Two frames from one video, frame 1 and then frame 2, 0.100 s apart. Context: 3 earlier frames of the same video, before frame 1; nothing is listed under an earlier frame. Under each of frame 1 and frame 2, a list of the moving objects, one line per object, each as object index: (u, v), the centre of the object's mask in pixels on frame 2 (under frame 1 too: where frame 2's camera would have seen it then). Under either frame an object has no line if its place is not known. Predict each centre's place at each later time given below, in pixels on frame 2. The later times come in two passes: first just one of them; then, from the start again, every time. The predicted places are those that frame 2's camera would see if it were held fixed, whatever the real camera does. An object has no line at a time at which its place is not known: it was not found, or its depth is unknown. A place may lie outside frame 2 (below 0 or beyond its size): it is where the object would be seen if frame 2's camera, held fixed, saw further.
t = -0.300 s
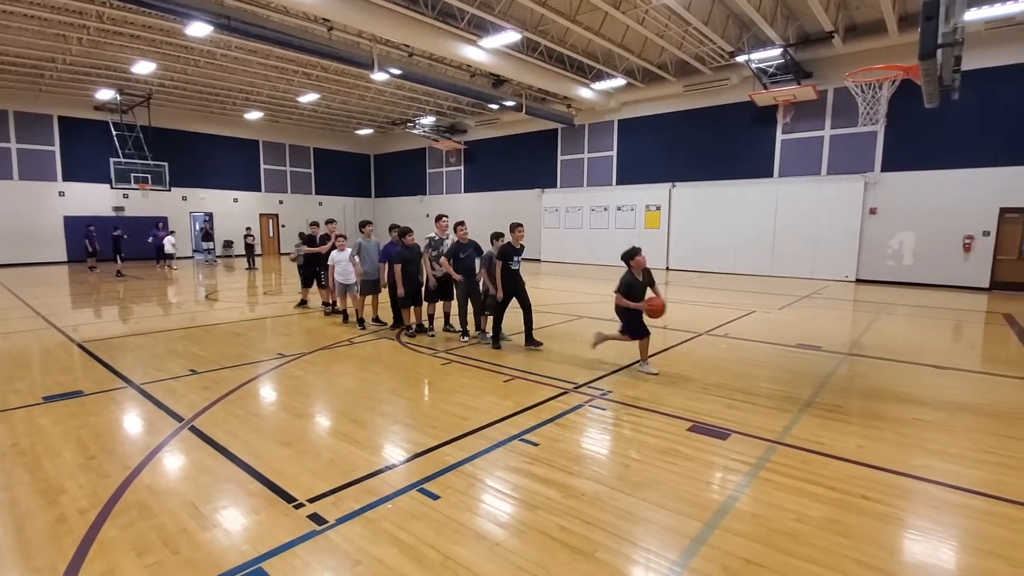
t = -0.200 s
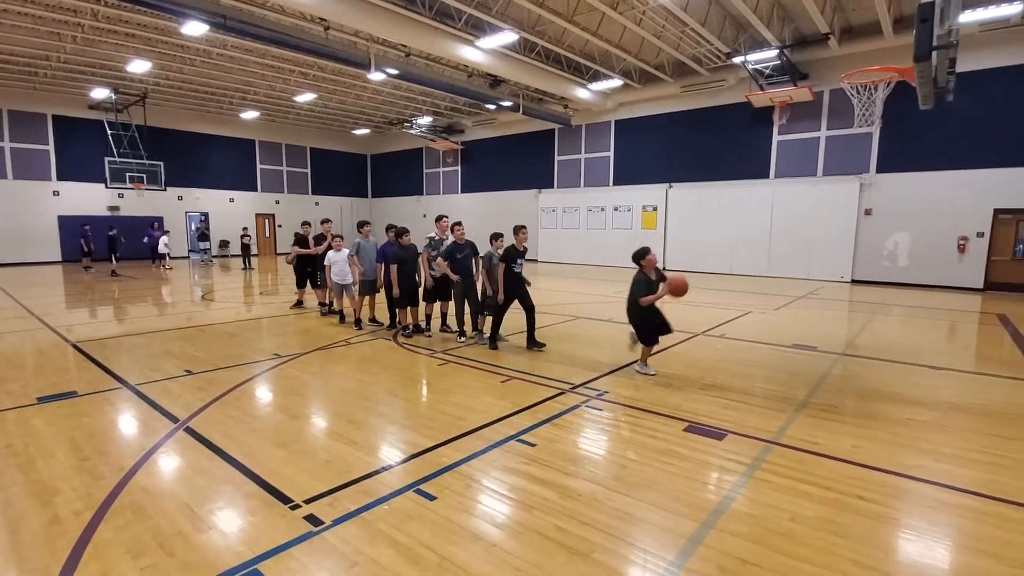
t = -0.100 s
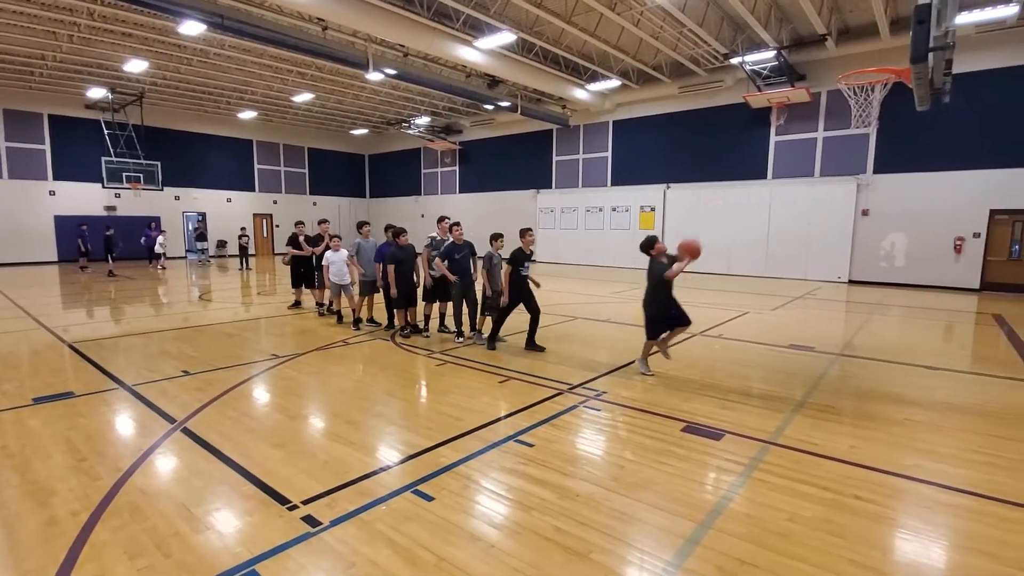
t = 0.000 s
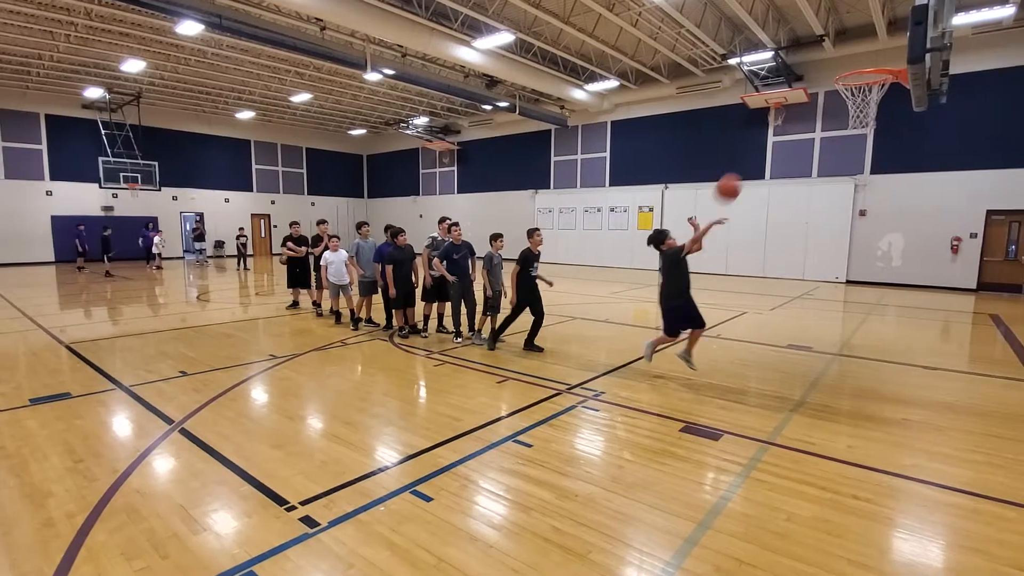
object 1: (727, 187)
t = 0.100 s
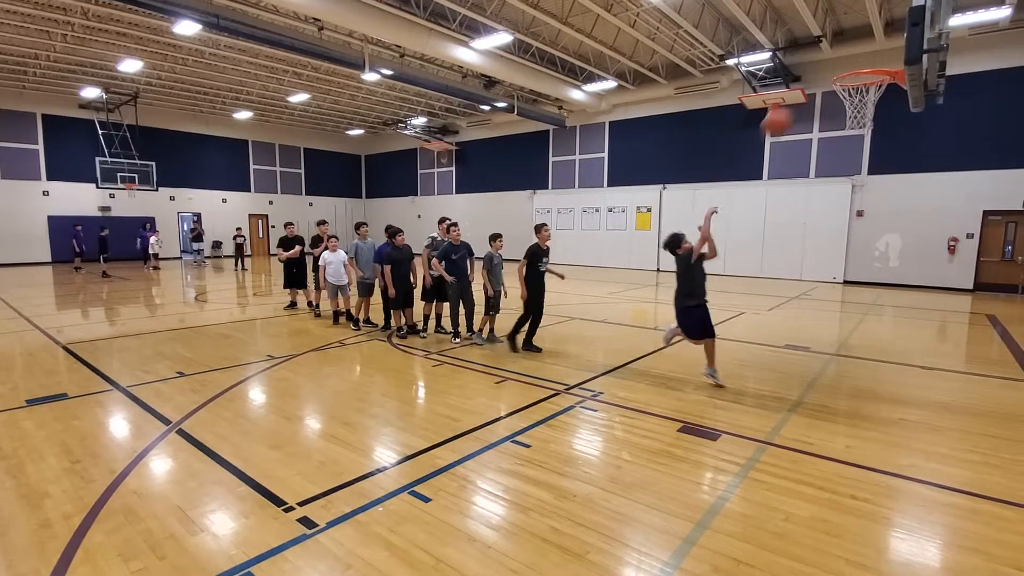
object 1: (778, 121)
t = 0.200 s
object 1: (833, 61)
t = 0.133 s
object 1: (796, 103)
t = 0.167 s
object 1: (814, 82)
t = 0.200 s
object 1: (833, 61)
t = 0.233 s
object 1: (853, 41)
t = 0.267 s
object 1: (874, 22)
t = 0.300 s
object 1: (892, 9)
